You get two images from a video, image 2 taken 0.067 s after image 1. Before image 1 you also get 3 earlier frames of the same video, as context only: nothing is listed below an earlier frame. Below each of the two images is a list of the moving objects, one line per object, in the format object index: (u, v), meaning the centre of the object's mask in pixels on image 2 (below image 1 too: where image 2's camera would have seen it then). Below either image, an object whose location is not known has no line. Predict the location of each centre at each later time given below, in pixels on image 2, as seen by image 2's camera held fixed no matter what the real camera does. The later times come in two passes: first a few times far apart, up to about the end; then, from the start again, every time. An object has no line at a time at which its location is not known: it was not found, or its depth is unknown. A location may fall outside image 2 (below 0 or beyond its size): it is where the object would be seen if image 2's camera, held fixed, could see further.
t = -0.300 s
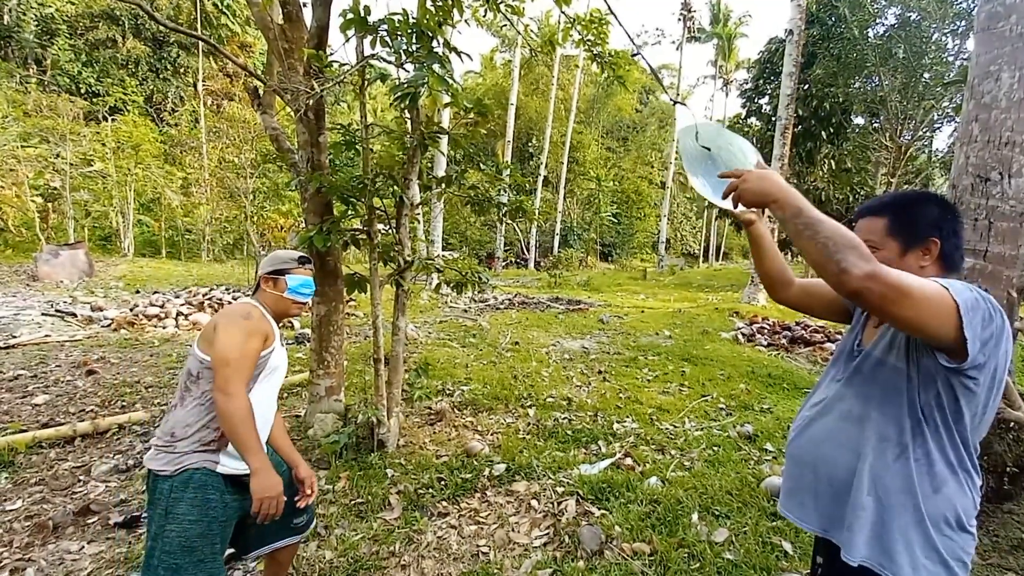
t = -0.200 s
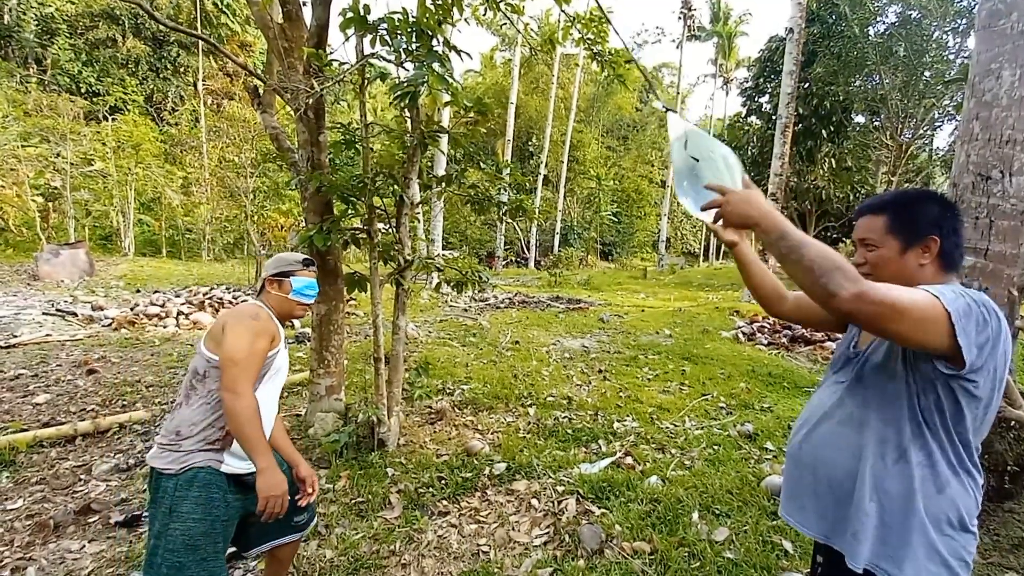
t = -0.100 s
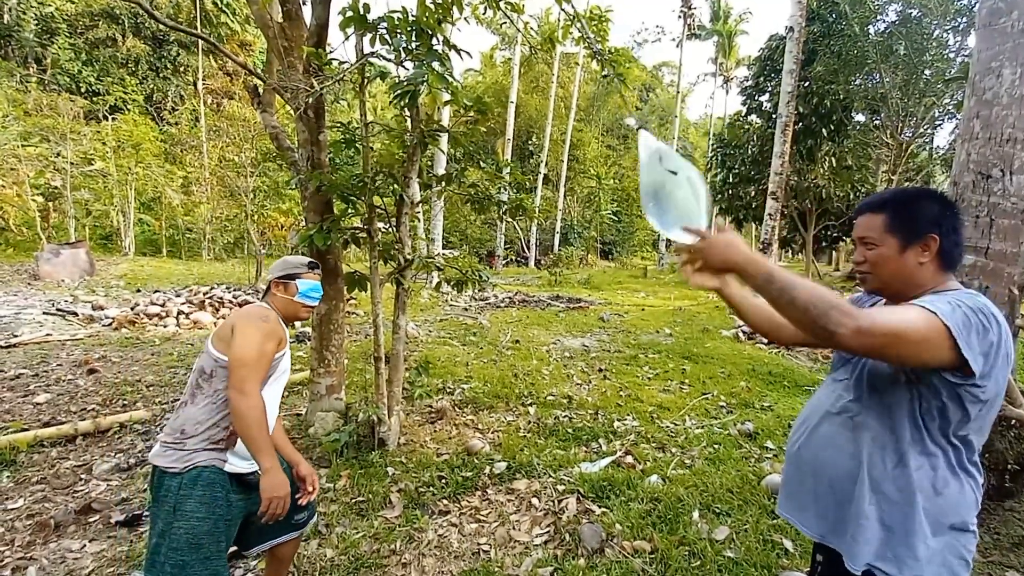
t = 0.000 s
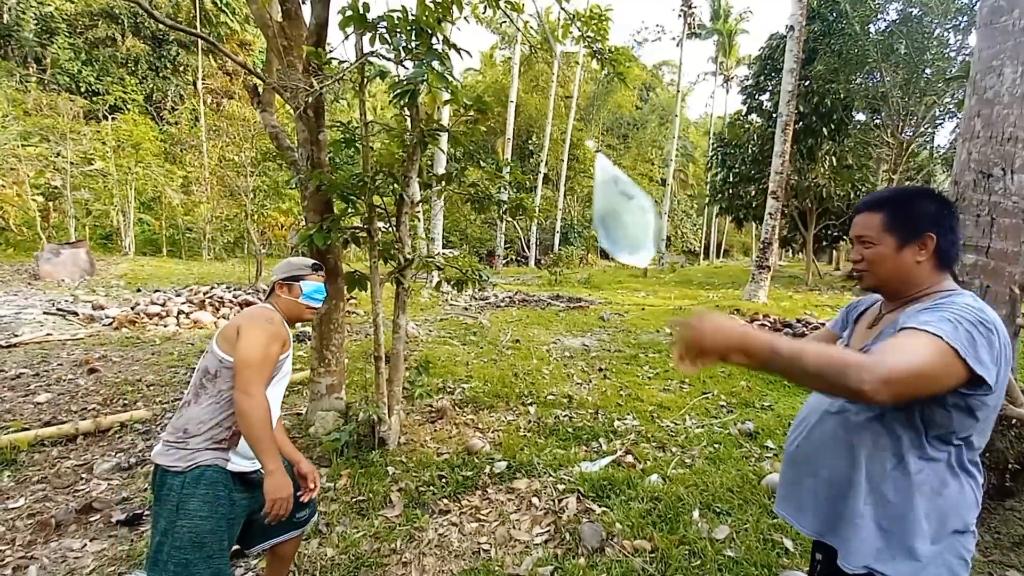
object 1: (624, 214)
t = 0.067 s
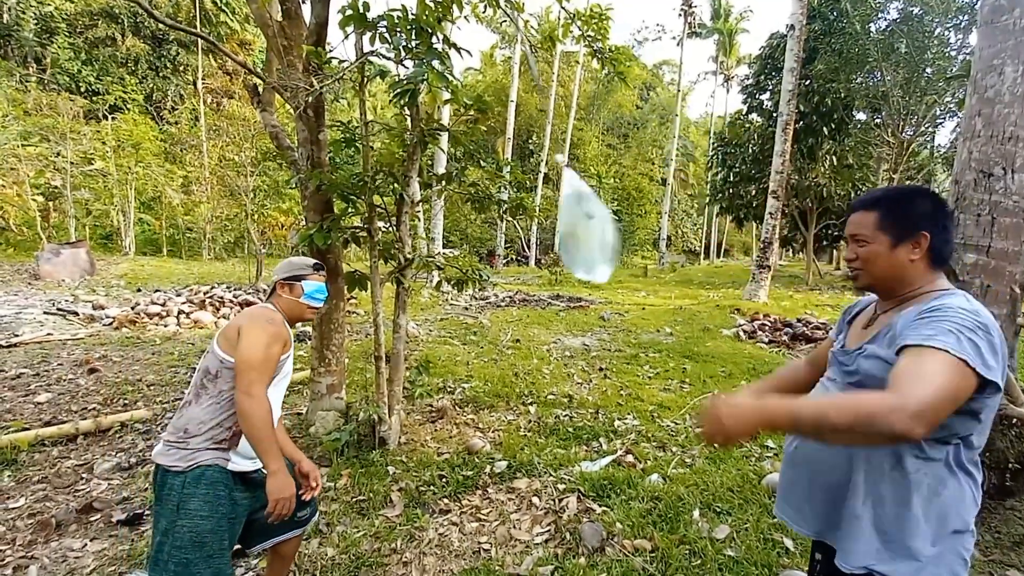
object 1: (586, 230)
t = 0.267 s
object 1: (455, 266)
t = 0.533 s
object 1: (304, 253)
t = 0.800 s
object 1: (208, 212)
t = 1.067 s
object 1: (188, 200)
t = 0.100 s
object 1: (565, 238)
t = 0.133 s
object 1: (544, 244)
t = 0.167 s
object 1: (522, 251)
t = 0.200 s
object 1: (499, 256)
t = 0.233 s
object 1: (477, 261)
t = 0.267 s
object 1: (455, 266)
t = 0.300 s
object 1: (434, 267)
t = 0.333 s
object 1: (412, 271)
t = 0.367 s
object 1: (392, 270)
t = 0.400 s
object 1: (372, 268)
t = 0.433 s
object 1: (352, 265)
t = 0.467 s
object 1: (335, 262)
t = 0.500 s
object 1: (320, 257)
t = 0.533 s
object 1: (304, 253)
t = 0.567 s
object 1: (287, 247)
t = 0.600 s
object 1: (274, 243)
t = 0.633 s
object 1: (260, 238)
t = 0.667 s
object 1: (246, 232)
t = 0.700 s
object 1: (234, 227)
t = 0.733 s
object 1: (225, 220)
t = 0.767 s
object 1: (217, 216)
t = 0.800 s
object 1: (208, 212)
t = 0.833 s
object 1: (201, 209)
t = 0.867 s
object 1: (195, 204)
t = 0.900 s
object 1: (191, 203)
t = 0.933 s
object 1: (189, 200)
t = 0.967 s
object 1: (188, 200)
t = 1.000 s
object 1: (187, 199)
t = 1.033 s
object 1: (187, 198)
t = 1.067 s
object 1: (188, 200)
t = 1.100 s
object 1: (191, 200)
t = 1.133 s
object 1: (196, 204)
